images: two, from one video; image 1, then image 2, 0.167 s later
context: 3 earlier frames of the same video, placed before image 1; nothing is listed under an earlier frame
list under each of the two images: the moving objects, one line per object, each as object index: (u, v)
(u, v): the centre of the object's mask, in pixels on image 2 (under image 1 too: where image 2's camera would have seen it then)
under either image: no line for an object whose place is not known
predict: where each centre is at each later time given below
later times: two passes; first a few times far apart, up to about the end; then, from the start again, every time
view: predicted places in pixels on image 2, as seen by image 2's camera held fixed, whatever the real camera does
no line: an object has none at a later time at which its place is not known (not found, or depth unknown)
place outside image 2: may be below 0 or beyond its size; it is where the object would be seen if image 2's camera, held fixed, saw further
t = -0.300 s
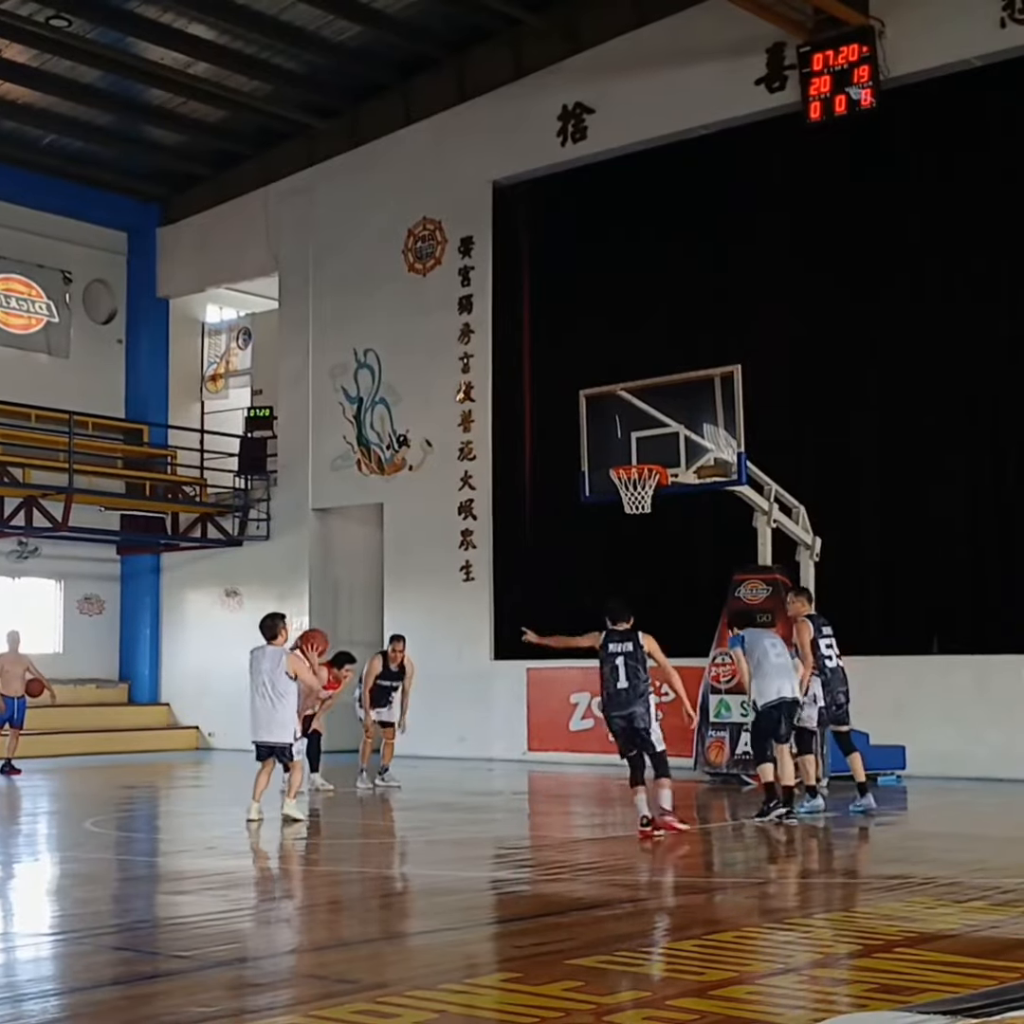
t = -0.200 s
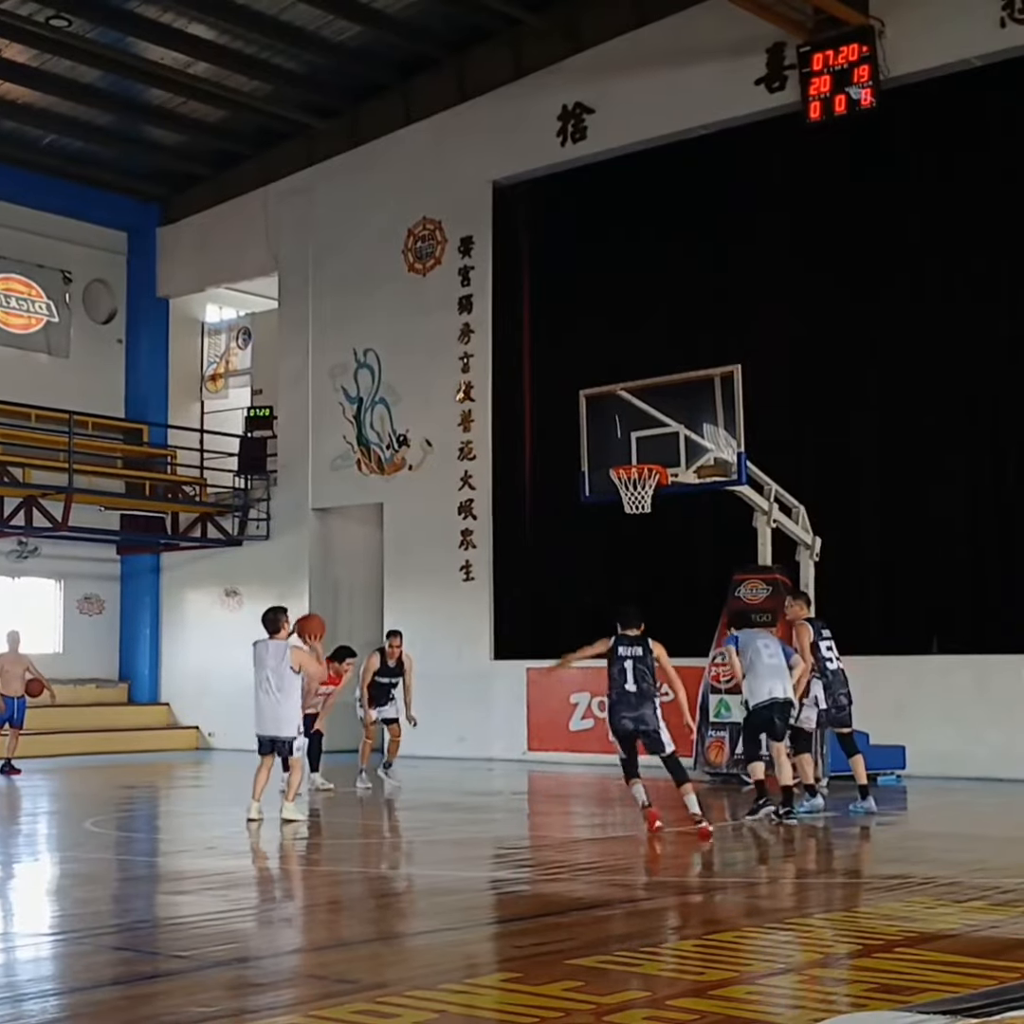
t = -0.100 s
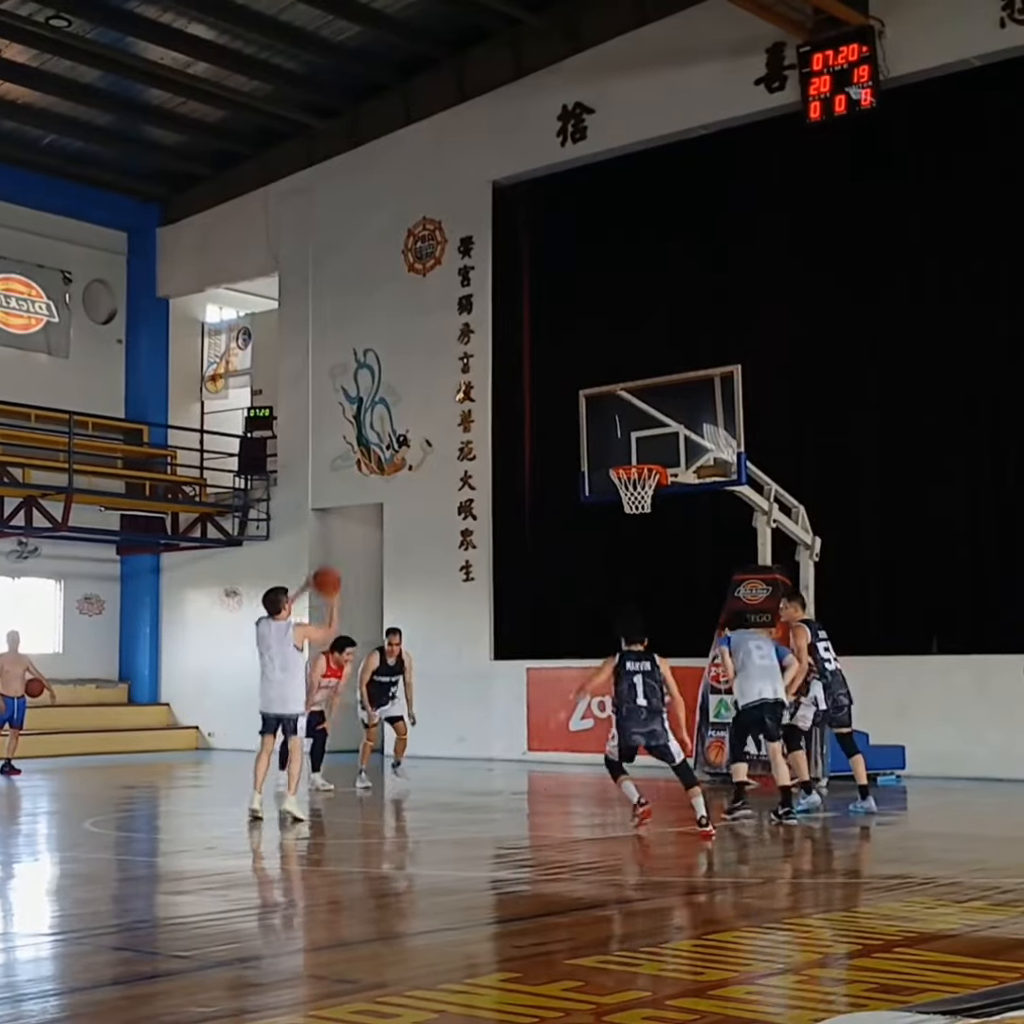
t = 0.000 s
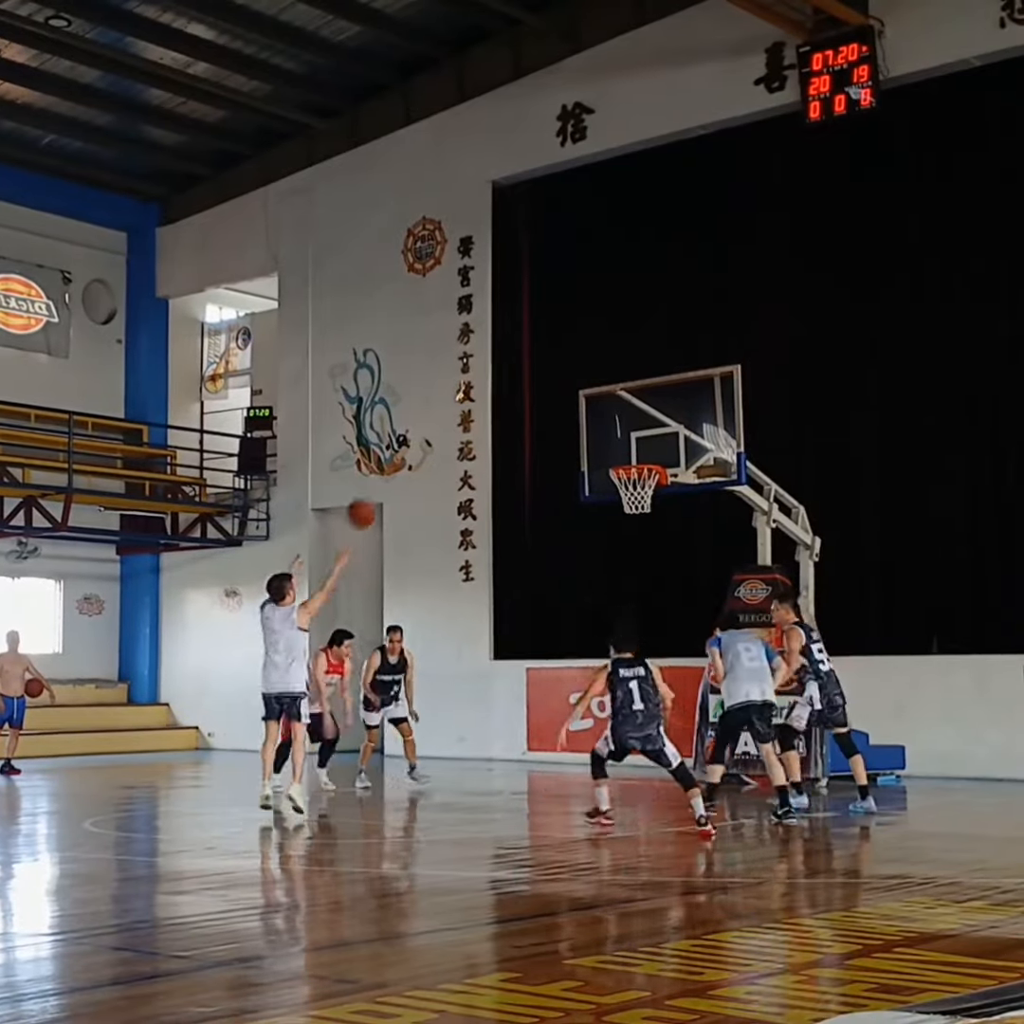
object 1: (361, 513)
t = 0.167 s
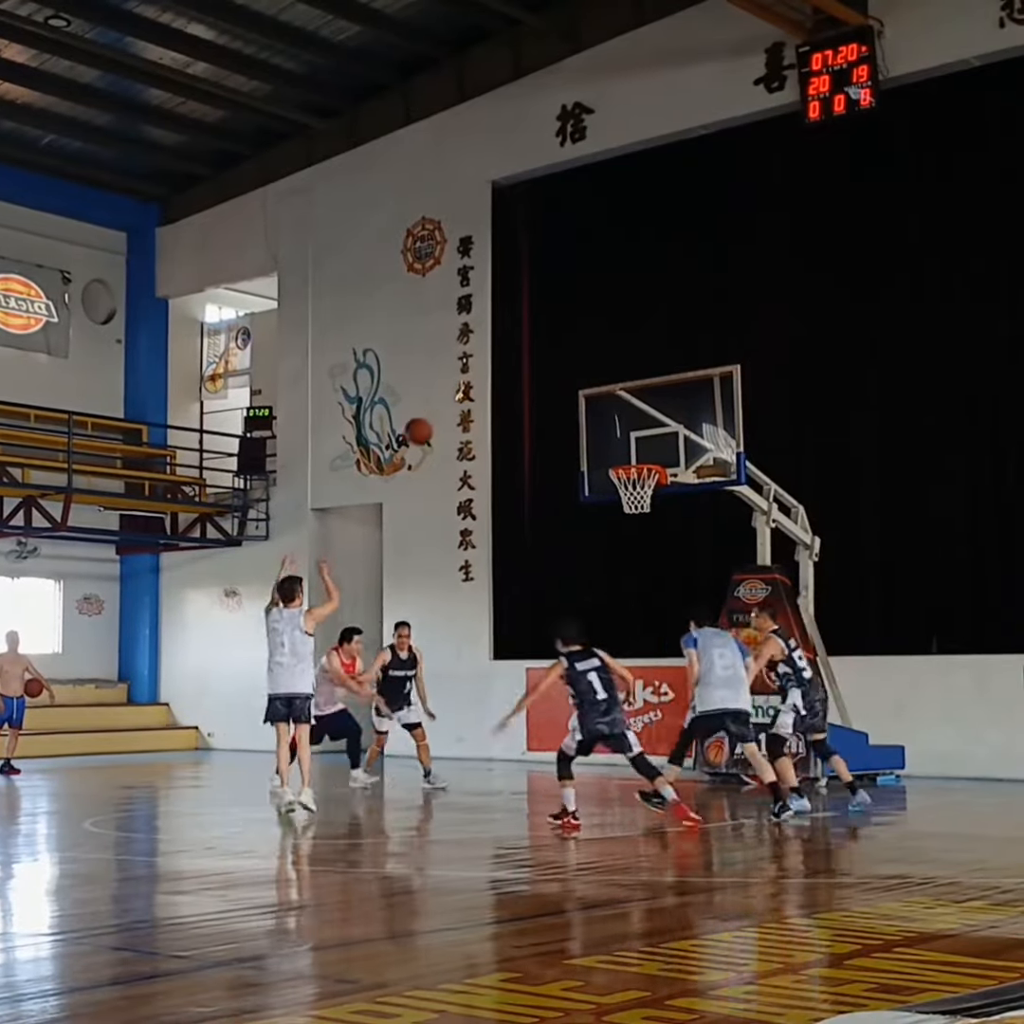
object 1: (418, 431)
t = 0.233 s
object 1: (441, 409)
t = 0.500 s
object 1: (524, 374)
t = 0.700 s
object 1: (581, 398)
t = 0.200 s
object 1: (430, 419)
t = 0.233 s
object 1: (441, 409)
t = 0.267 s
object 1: (451, 400)
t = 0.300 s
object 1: (463, 392)
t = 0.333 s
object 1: (473, 386)
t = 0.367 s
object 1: (485, 381)
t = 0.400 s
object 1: (495, 377)
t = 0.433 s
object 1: (505, 375)
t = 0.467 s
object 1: (514, 374)
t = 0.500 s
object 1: (524, 374)
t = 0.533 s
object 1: (534, 376)
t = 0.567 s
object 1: (543, 378)
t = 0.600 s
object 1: (553, 381)
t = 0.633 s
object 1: (562, 385)
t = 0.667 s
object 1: (571, 391)
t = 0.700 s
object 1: (581, 398)
